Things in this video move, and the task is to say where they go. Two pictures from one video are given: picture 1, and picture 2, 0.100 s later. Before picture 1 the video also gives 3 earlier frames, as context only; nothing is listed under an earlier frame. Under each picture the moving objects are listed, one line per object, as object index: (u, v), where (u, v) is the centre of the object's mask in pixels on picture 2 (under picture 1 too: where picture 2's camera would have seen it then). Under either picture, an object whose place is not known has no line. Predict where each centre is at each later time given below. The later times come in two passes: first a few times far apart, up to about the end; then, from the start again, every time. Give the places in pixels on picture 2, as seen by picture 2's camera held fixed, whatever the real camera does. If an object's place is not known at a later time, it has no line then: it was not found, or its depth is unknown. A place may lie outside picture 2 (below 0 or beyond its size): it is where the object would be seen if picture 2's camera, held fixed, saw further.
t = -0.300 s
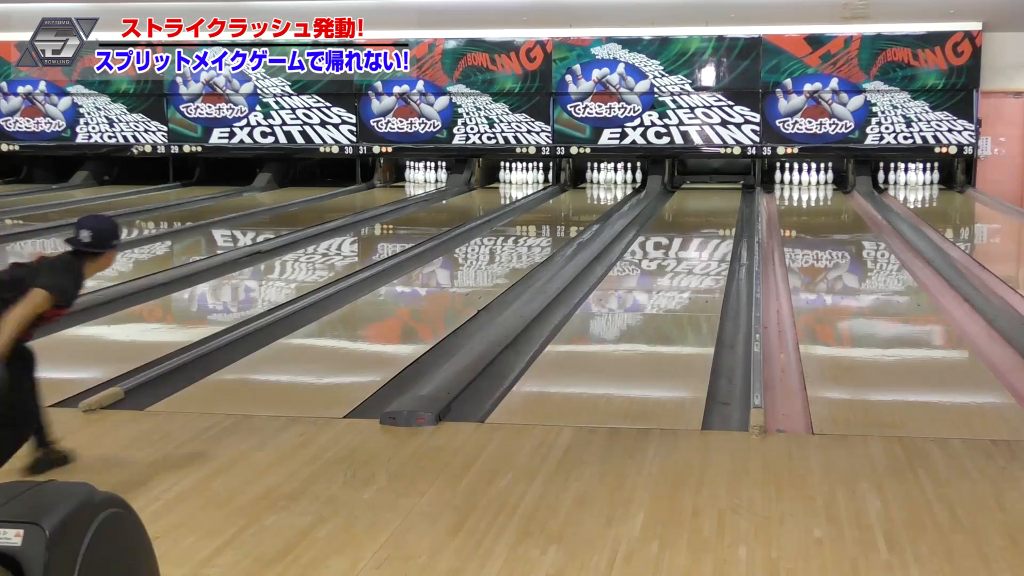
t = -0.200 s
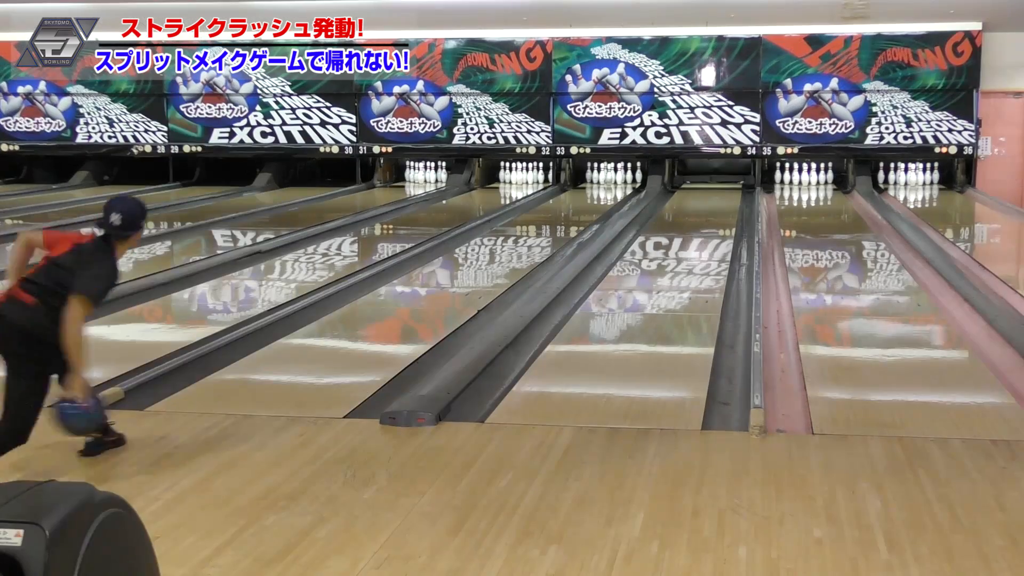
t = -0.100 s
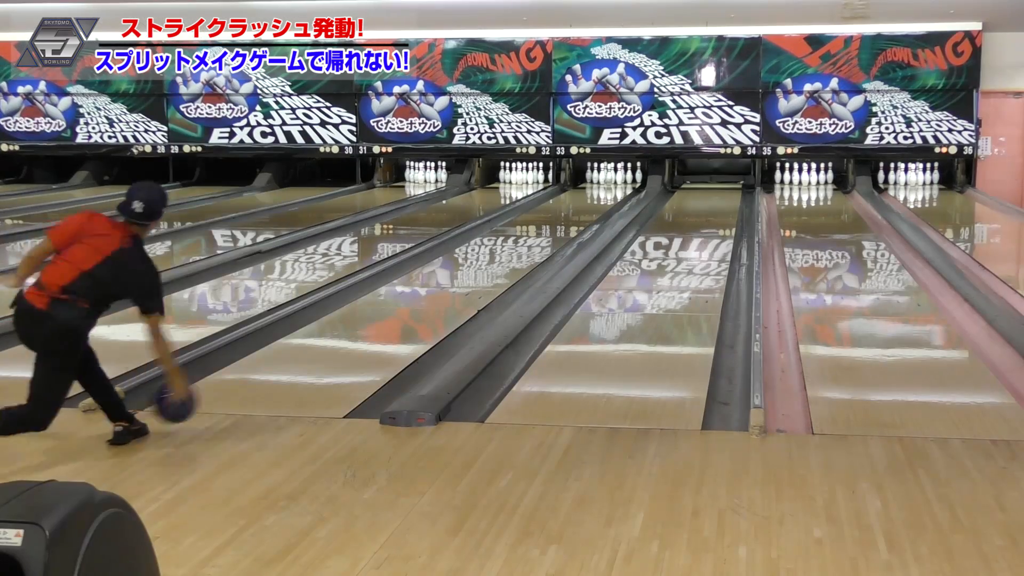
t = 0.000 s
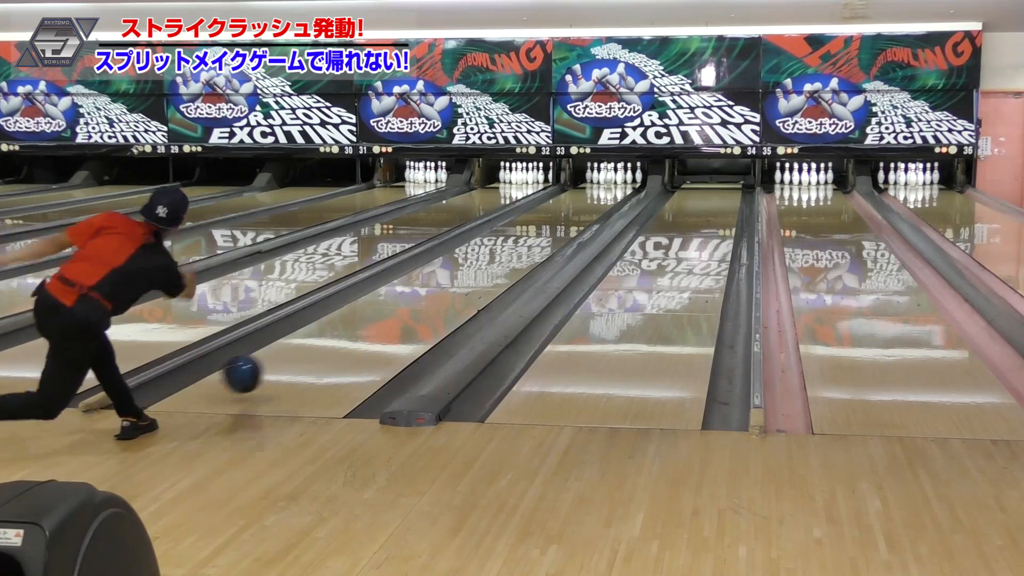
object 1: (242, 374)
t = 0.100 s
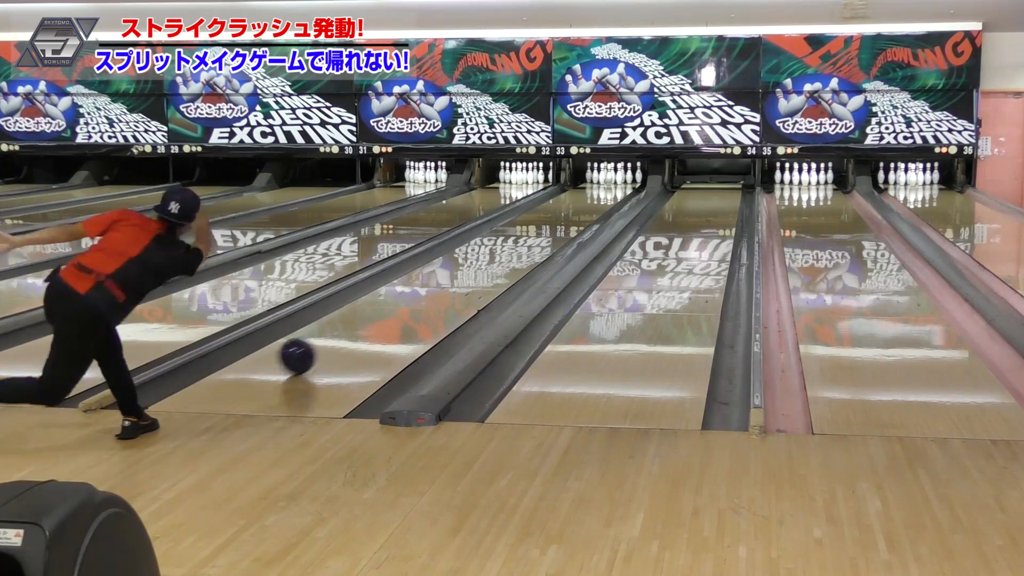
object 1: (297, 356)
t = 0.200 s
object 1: (343, 334)
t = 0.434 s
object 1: (423, 295)
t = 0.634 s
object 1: (473, 271)
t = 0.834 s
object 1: (512, 252)
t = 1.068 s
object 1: (547, 234)
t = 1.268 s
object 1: (570, 222)
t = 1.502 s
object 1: (591, 211)
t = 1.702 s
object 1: (604, 202)
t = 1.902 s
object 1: (612, 195)
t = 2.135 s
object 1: (614, 188)
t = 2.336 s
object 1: (614, 184)
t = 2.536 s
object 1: (615, 179)
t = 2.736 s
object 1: (621, 177)
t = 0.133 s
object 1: (313, 348)
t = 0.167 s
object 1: (328, 341)
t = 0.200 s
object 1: (343, 334)
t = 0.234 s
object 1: (356, 327)
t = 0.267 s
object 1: (369, 322)
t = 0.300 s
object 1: (381, 316)
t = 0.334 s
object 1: (392, 310)
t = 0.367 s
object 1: (403, 305)
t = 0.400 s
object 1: (413, 300)
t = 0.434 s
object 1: (423, 295)
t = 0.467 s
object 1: (433, 291)
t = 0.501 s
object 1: (441, 286)
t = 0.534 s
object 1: (450, 282)
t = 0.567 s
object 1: (458, 278)
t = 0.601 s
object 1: (466, 275)
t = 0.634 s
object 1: (473, 271)
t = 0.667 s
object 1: (481, 267)
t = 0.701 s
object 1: (487, 264)
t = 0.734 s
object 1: (494, 261)
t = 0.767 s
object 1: (500, 258)
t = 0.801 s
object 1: (506, 255)
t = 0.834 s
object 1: (512, 252)
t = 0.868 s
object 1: (517, 249)
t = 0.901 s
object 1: (523, 246)
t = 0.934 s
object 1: (528, 244)
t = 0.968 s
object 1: (533, 241)
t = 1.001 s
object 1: (538, 239)
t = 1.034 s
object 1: (542, 237)
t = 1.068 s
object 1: (547, 234)
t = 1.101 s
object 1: (551, 232)
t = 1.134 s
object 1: (555, 230)
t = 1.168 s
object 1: (559, 228)
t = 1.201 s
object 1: (563, 226)
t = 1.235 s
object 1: (567, 224)
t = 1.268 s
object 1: (570, 222)
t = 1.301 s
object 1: (573, 220)
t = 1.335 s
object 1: (577, 218)
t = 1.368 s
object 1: (580, 217)
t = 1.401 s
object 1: (583, 215)
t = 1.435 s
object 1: (586, 214)
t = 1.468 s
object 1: (588, 212)
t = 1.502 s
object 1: (591, 211)
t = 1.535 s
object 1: (594, 209)
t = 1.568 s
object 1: (596, 208)
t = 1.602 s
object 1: (598, 206)
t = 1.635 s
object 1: (600, 205)
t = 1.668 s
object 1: (602, 204)
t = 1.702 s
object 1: (604, 202)
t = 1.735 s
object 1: (605, 201)
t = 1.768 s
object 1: (607, 200)
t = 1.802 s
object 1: (608, 199)
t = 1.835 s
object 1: (610, 197)
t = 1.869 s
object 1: (611, 196)
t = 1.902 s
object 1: (612, 195)
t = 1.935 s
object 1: (613, 194)
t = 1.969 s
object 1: (613, 193)
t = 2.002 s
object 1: (614, 192)
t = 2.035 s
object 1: (614, 191)
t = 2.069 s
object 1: (614, 190)
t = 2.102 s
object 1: (615, 189)
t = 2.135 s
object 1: (614, 188)
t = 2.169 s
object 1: (614, 187)
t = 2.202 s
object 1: (614, 187)
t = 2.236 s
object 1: (614, 186)
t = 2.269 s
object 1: (614, 185)
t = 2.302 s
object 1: (614, 184)
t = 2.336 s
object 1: (614, 184)
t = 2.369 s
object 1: (614, 183)
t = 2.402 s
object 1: (614, 182)
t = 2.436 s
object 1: (614, 182)
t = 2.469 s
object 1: (614, 181)
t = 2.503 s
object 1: (614, 180)
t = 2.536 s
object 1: (615, 179)
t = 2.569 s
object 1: (616, 179)
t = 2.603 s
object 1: (616, 178)
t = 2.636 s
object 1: (617, 178)
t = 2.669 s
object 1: (619, 179)
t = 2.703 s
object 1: (620, 177)
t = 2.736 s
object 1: (621, 177)
